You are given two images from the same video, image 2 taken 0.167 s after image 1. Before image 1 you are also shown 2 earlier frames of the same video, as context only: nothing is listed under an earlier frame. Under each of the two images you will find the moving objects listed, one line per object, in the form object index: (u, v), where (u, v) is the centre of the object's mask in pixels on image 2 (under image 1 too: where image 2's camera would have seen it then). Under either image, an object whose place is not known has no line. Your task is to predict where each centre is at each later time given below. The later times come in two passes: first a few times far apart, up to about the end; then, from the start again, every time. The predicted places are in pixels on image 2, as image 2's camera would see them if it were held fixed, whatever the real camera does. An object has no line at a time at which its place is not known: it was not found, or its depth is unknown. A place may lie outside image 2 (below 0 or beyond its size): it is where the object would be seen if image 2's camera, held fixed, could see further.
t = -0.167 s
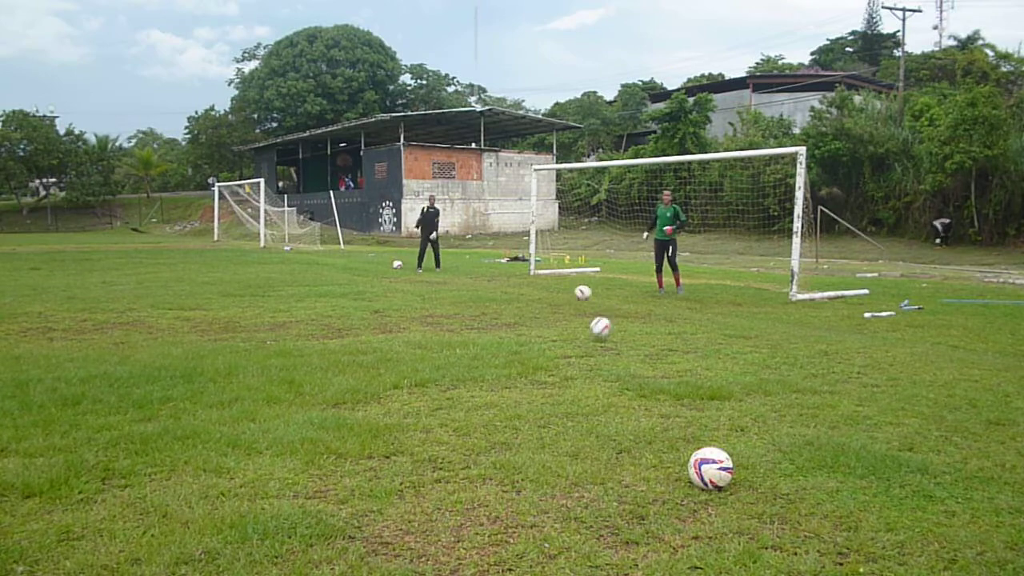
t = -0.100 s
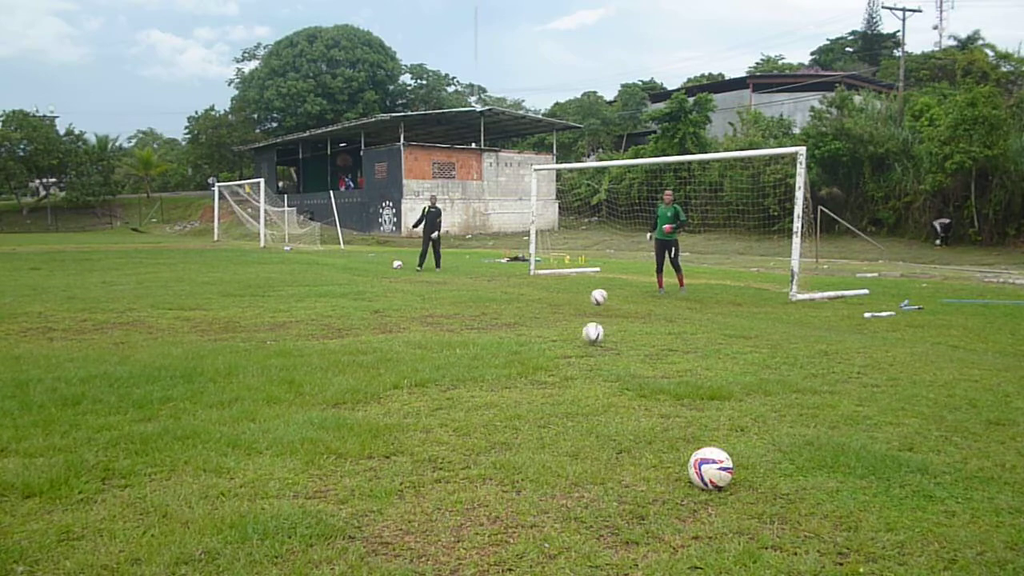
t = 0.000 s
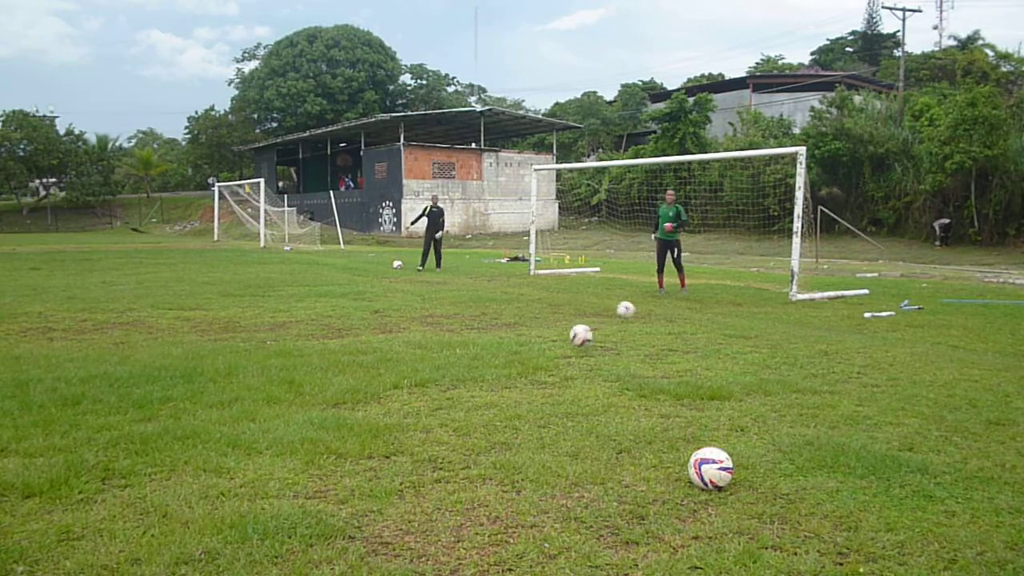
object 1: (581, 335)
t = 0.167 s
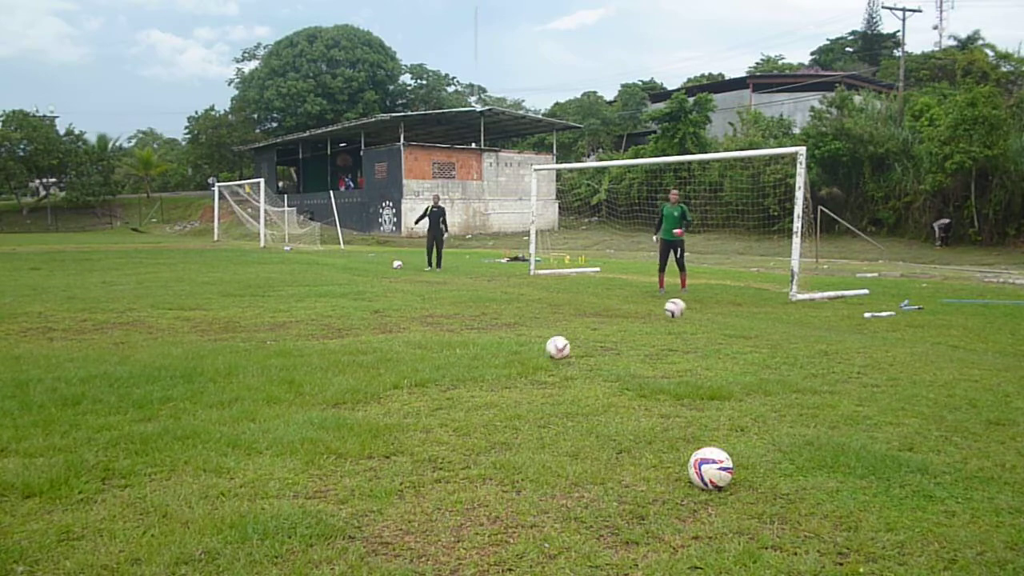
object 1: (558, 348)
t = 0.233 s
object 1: (547, 349)
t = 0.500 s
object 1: (496, 358)
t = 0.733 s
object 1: (437, 394)
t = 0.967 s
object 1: (363, 402)
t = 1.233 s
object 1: (248, 443)
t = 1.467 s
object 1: (112, 499)
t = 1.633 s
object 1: (14, 487)
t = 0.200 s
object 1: (552, 348)
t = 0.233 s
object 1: (547, 349)
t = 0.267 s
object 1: (541, 352)
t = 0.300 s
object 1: (536, 356)
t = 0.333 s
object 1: (529, 362)
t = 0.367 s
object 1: (524, 368)
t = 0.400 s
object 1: (517, 365)
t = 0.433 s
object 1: (510, 361)
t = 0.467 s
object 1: (503, 359)
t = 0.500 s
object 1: (496, 358)
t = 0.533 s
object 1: (488, 358)
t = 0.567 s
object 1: (480, 360)
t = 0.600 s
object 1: (472, 364)
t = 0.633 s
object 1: (464, 368)
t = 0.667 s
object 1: (455, 376)
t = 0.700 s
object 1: (446, 383)
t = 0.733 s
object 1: (437, 394)
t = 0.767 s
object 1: (427, 404)
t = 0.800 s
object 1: (418, 399)
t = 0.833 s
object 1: (408, 397)
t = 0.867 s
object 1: (397, 395)
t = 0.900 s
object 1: (385, 396)
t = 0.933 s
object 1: (375, 398)
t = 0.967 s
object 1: (363, 402)
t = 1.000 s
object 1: (351, 408)
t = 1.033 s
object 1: (339, 416)
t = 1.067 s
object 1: (325, 426)
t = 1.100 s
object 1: (311, 440)
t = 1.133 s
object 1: (297, 447)
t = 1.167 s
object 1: (281, 444)
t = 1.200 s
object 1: (266, 443)
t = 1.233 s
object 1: (248, 443)
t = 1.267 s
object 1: (230, 448)
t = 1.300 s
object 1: (213, 453)
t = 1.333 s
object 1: (195, 461)
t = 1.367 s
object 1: (175, 472)
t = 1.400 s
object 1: (155, 485)
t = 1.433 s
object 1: (133, 501)
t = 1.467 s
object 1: (112, 499)
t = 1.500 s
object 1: (92, 492)
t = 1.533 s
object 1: (70, 488)
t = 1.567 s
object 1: (48, 486)
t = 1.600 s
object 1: (27, 486)
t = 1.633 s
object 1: (14, 487)
